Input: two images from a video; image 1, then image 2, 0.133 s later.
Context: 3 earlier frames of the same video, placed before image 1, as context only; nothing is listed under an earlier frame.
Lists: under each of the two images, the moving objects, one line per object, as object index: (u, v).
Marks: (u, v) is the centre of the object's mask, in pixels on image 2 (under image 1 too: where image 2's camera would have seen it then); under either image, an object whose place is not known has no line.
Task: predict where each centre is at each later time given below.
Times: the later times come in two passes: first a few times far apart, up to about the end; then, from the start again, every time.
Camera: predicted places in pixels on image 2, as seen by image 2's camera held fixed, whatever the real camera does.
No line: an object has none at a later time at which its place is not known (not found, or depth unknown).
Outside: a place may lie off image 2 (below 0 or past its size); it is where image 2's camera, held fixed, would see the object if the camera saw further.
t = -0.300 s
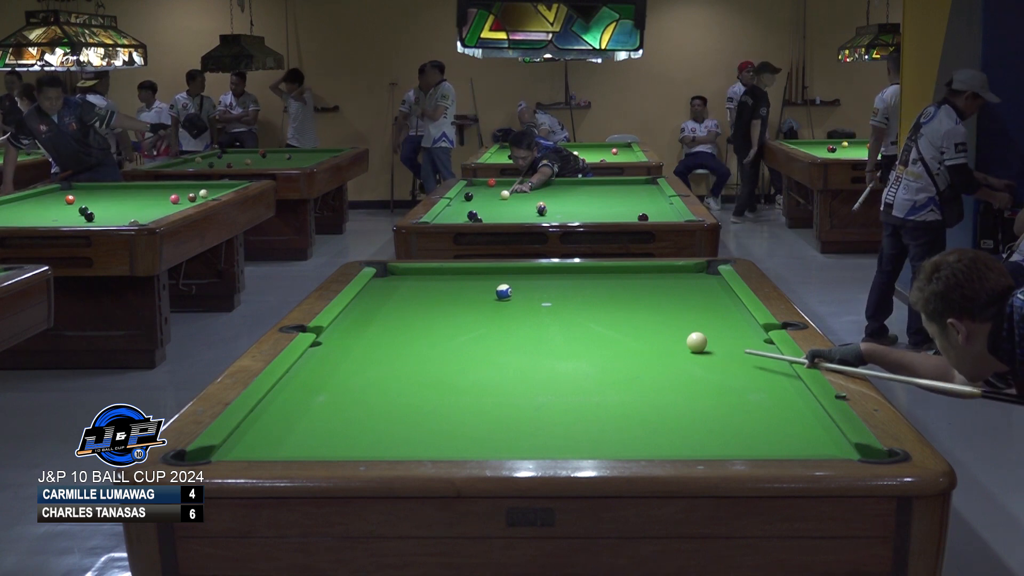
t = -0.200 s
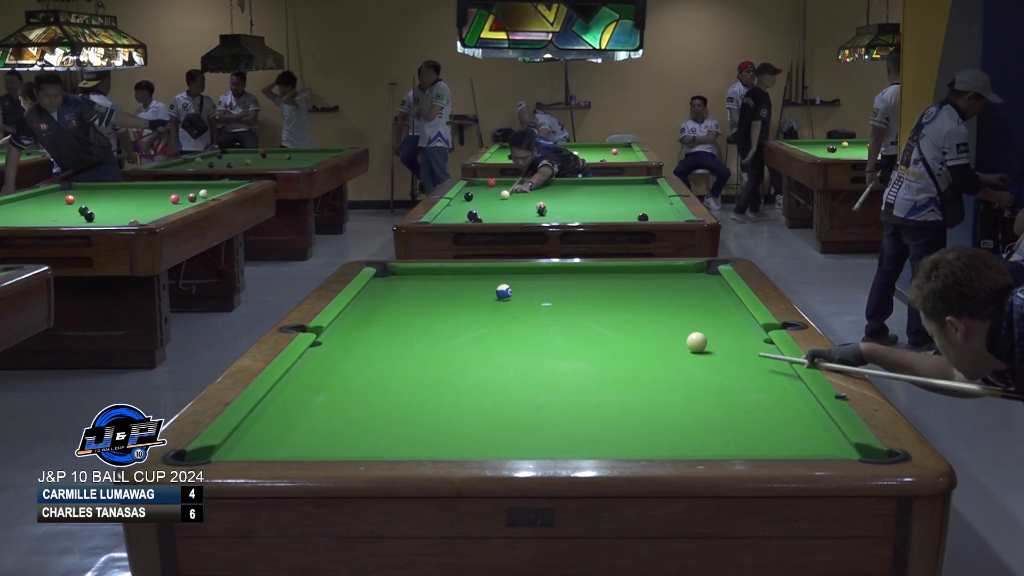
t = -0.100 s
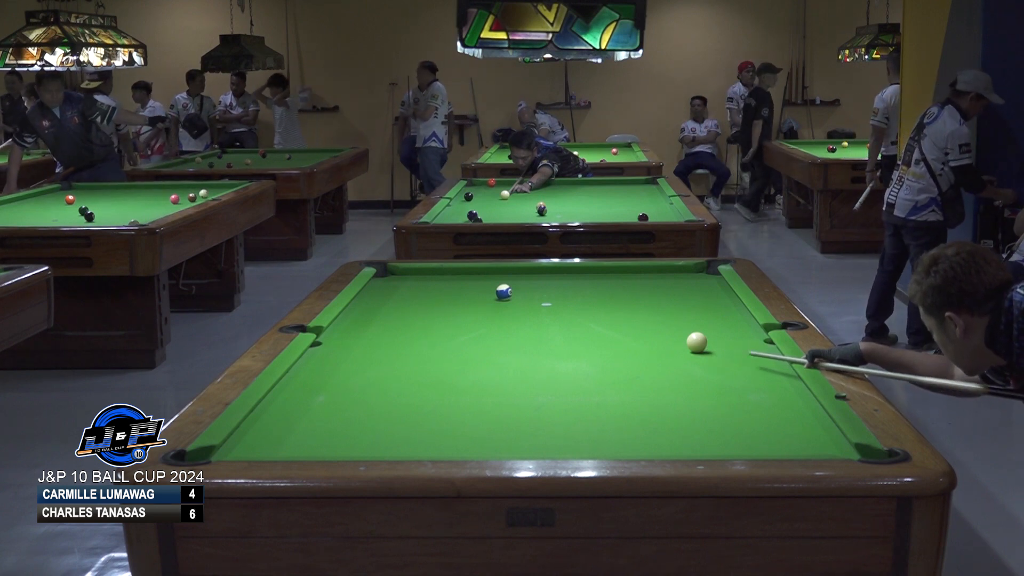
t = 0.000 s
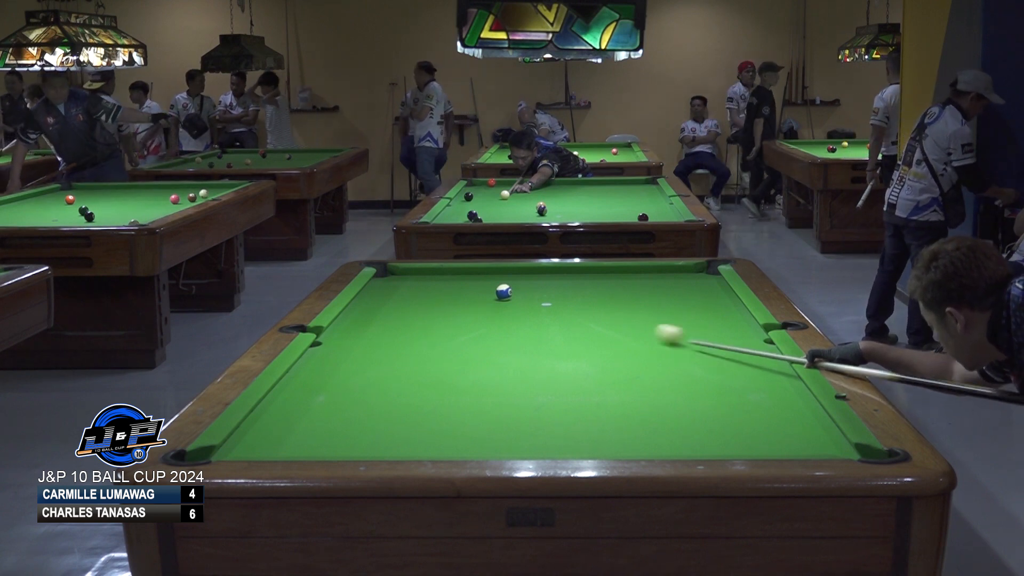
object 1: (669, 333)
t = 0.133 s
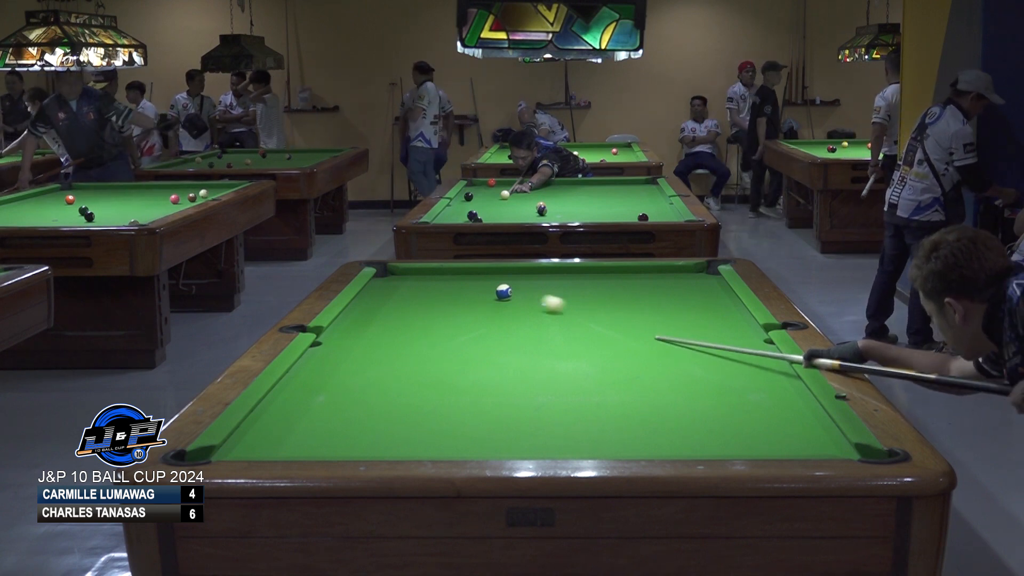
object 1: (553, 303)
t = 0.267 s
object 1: (520, 292)
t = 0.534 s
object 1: (532, 287)
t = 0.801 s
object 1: (543, 282)
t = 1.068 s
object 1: (553, 277)
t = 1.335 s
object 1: (562, 273)
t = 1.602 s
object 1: (570, 270)
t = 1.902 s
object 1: (580, 271)
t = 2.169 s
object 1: (588, 273)
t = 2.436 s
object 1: (595, 274)
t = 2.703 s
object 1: (601, 275)
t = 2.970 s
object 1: (606, 276)
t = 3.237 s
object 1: (611, 277)
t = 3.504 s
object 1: (614, 278)
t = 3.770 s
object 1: (617, 278)
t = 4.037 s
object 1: (619, 278)
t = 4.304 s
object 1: (619, 278)
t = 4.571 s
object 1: (620, 278)
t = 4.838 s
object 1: (620, 278)
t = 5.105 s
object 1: (620, 278)
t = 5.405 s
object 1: (620, 278)
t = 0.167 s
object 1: (529, 297)
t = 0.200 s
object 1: (515, 294)
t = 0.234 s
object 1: (518, 293)
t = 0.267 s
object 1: (520, 292)
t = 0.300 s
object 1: (521, 292)
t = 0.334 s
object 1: (523, 291)
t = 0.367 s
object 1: (525, 290)
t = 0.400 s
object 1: (526, 289)
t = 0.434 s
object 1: (528, 289)
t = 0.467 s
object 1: (529, 288)
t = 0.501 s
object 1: (531, 287)
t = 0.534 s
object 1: (532, 287)
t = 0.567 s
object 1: (533, 286)
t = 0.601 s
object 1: (535, 286)
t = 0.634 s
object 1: (536, 285)
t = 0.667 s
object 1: (538, 284)
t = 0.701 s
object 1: (539, 284)
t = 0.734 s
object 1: (540, 283)
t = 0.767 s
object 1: (542, 282)
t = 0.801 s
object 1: (543, 282)
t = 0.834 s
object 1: (544, 281)
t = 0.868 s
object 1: (546, 280)
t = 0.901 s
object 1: (547, 280)
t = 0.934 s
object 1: (548, 279)
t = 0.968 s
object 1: (549, 279)
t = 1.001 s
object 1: (551, 278)
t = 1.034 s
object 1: (552, 278)
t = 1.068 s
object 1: (553, 277)
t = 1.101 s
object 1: (554, 276)
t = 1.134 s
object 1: (555, 276)
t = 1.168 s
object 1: (557, 275)
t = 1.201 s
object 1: (558, 275)
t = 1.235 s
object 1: (559, 274)
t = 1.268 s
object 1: (560, 274)
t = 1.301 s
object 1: (561, 273)
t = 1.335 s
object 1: (562, 273)
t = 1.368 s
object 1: (563, 273)
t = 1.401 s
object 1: (564, 272)
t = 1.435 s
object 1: (565, 272)
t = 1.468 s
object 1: (566, 271)
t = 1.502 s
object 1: (567, 271)
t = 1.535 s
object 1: (568, 270)
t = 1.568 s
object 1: (569, 270)
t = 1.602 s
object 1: (570, 270)
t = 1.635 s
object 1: (571, 269)
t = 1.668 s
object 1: (572, 269)
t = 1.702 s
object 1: (573, 270)
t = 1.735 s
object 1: (574, 270)
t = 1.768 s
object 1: (575, 270)
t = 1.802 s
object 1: (576, 270)
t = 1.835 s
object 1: (577, 270)
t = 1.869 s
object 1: (579, 271)
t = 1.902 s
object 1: (580, 271)
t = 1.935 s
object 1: (581, 271)
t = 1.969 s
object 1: (582, 271)
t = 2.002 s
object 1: (583, 271)
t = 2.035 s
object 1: (584, 272)
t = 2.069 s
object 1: (585, 272)
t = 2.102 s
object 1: (586, 272)
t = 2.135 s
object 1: (587, 272)
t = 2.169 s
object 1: (588, 273)
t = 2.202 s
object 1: (589, 273)
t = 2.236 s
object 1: (589, 273)
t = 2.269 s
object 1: (590, 273)
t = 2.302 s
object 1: (591, 273)
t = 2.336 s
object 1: (592, 273)
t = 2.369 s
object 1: (593, 274)
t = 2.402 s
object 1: (594, 274)
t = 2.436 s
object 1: (595, 274)
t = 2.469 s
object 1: (595, 274)
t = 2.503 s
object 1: (596, 274)
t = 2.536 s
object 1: (597, 274)
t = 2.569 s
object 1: (598, 275)
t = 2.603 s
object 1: (598, 275)
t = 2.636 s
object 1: (599, 275)
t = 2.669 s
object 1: (600, 275)
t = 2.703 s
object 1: (601, 275)
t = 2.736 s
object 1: (601, 275)
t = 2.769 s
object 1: (602, 275)
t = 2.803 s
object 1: (603, 276)
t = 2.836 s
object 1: (604, 276)
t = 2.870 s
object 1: (604, 276)
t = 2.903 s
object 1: (605, 276)
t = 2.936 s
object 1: (606, 276)
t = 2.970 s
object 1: (606, 276)
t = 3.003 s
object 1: (607, 276)
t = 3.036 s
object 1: (607, 276)
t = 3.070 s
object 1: (608, 277)
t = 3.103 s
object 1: (609, 277)
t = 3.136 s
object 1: (609, 277)
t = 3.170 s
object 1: (610, 277)
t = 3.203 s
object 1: (610, 277)
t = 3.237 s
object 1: (611, 277)
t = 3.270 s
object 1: (611, 277)
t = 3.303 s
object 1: (612, 277)
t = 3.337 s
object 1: (612, 277)
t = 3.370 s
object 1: (613, 278)
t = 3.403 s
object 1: (613, 278)
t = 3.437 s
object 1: (614, 278)
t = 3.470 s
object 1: (614, 278)
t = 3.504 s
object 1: (614, 278)
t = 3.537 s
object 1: (615, 278)
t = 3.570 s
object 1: (615, 278)
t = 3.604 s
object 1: (616, 278)
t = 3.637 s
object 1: (616, 278)
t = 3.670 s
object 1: (616, 278)
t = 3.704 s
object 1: (617, 278)
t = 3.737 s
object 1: (617, 278)
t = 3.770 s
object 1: (617, 278)
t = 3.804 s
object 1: (618, 278)
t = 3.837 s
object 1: (618, 278)
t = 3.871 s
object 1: (618, 278)
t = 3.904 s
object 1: (618, 278)
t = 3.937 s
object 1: (618, 278)
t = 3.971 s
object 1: (619, 278)
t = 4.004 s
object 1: (619, 278)
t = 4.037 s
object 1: (619, 278)
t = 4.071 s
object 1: (619, 278)
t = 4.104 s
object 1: (619, 278)
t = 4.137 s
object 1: (619, 278)
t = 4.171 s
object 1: (619, 278)
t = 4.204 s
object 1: (620, 278)
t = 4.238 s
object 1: (620, 278)
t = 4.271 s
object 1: (619, 278)
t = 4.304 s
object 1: (619, 278)
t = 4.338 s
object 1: (619, 278)
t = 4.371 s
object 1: (620, 278)
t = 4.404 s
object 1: (620, 278)
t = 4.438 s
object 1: (620, 278)
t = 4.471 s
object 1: (619, 278)
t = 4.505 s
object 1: (620, 278)
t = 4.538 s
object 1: (620, 278)
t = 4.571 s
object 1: (620, 278)
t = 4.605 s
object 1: (620, 278)
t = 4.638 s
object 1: (620, 278)
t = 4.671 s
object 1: (620, 278)
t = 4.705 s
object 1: (620, 278)
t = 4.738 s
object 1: (620, 278)
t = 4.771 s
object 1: (620, 278)
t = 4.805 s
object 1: (620, 278)
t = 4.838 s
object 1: (620, 278)
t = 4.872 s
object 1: (620, 278)
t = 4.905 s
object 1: (620, 278)
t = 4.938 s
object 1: (620, 278)
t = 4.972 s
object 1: (620, 278)
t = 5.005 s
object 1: (620, 278)
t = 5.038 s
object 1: (620, 278)
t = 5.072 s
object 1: (620, 278)
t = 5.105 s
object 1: (620, 278)
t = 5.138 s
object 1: (620, 278)
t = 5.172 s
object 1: (620, 278)
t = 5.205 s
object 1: (620, 278)
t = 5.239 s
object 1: (620, 278)
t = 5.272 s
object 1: (620, 278)
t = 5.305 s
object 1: (620, 278)
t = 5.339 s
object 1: (620, 278)
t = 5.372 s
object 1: (620, 278)
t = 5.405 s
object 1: (620, 278)
